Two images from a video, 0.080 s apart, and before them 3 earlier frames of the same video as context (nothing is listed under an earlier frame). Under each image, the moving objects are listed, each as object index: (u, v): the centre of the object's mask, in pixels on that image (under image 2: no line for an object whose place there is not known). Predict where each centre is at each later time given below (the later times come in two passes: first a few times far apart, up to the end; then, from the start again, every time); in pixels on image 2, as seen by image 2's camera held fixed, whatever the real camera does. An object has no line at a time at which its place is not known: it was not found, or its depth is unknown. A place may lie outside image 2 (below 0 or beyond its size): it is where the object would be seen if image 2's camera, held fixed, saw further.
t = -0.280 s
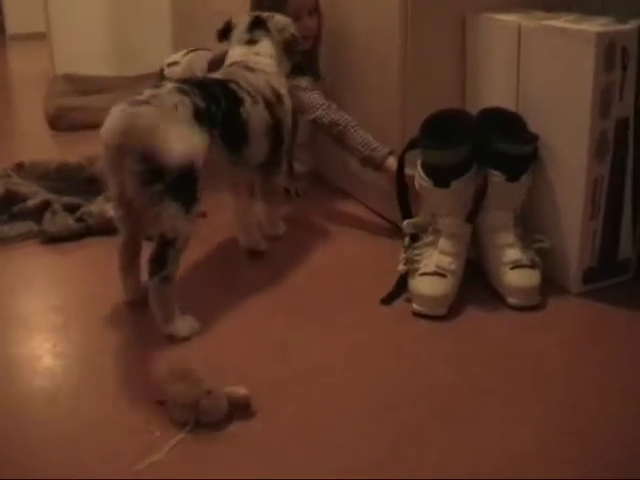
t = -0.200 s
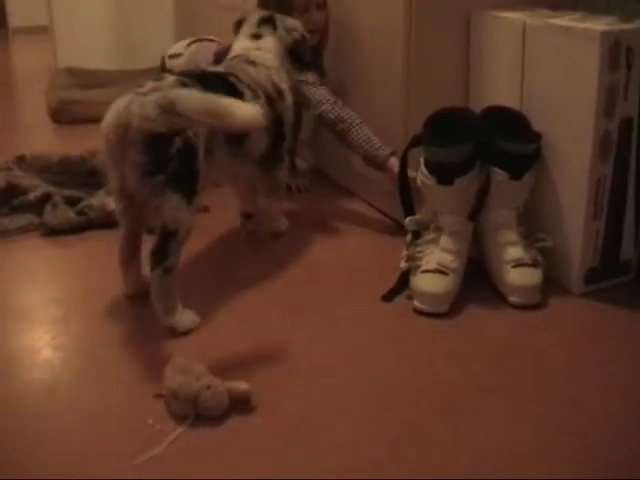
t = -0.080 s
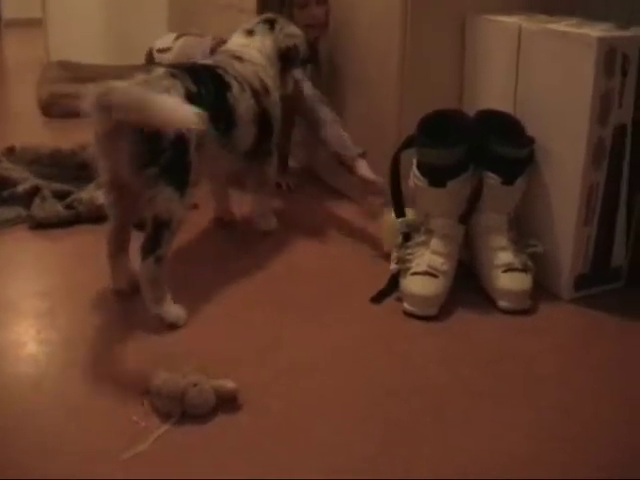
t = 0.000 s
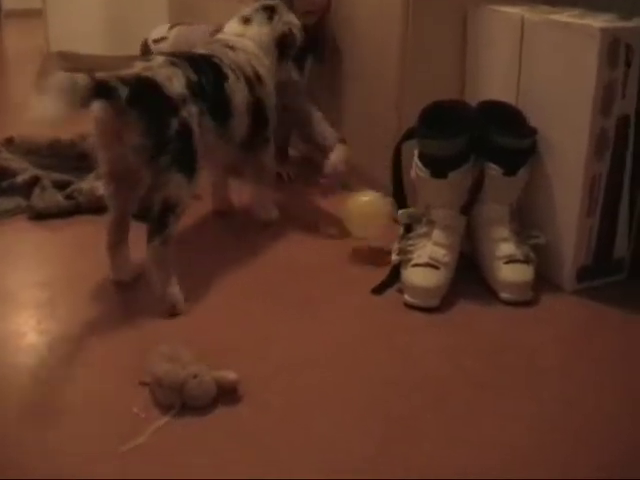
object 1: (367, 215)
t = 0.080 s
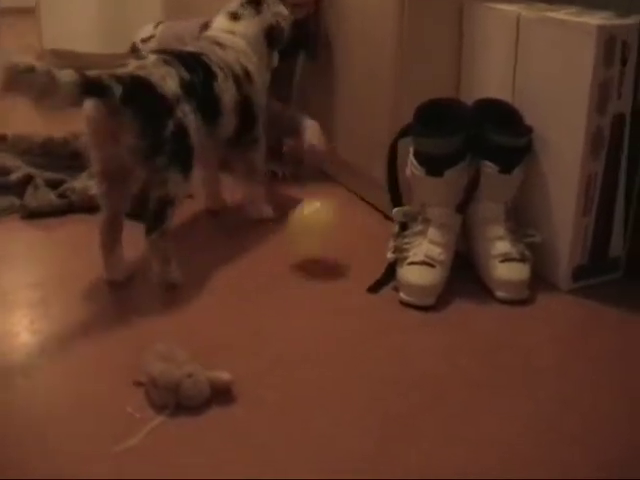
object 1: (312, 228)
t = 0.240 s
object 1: (244, 226)
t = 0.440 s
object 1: (184, 255)
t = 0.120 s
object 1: (288, 246)
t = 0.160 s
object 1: (273, 240)
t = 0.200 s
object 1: (257, 229)
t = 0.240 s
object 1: (244, 226)
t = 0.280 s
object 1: (230, 225)
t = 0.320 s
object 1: (217, 228)
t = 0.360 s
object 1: (204, 233)
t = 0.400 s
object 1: (190, 243)
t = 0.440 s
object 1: (184, 255)
